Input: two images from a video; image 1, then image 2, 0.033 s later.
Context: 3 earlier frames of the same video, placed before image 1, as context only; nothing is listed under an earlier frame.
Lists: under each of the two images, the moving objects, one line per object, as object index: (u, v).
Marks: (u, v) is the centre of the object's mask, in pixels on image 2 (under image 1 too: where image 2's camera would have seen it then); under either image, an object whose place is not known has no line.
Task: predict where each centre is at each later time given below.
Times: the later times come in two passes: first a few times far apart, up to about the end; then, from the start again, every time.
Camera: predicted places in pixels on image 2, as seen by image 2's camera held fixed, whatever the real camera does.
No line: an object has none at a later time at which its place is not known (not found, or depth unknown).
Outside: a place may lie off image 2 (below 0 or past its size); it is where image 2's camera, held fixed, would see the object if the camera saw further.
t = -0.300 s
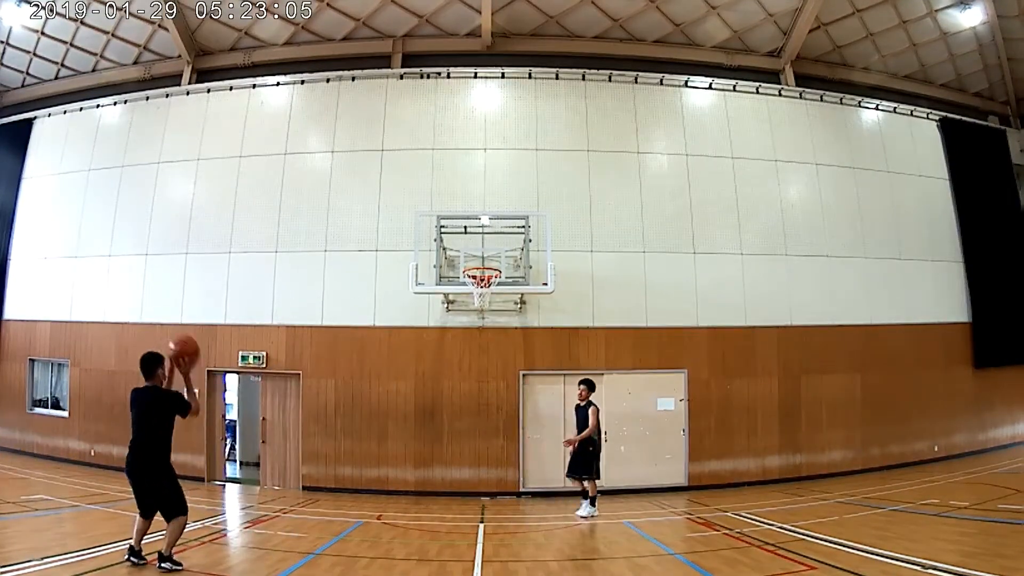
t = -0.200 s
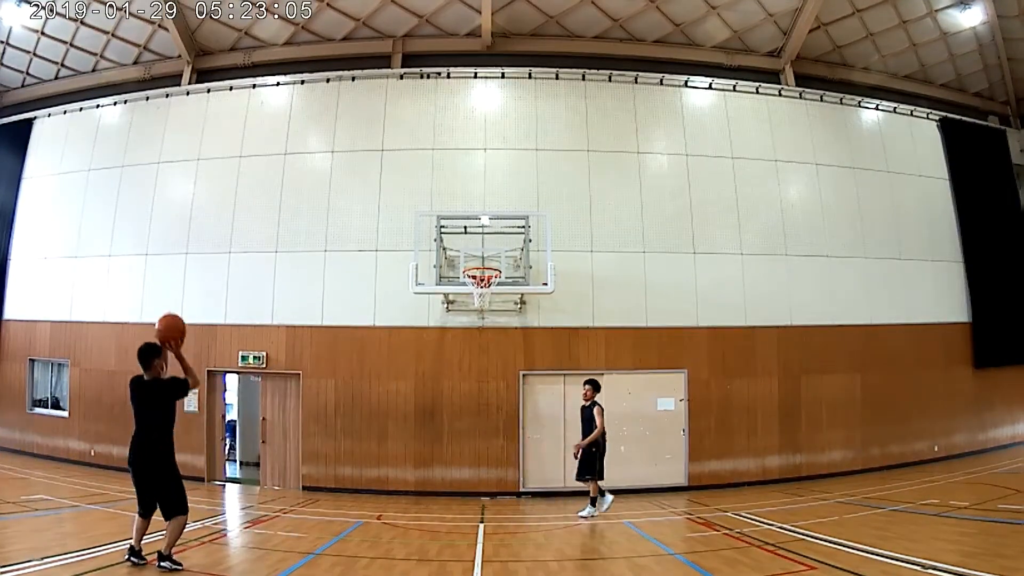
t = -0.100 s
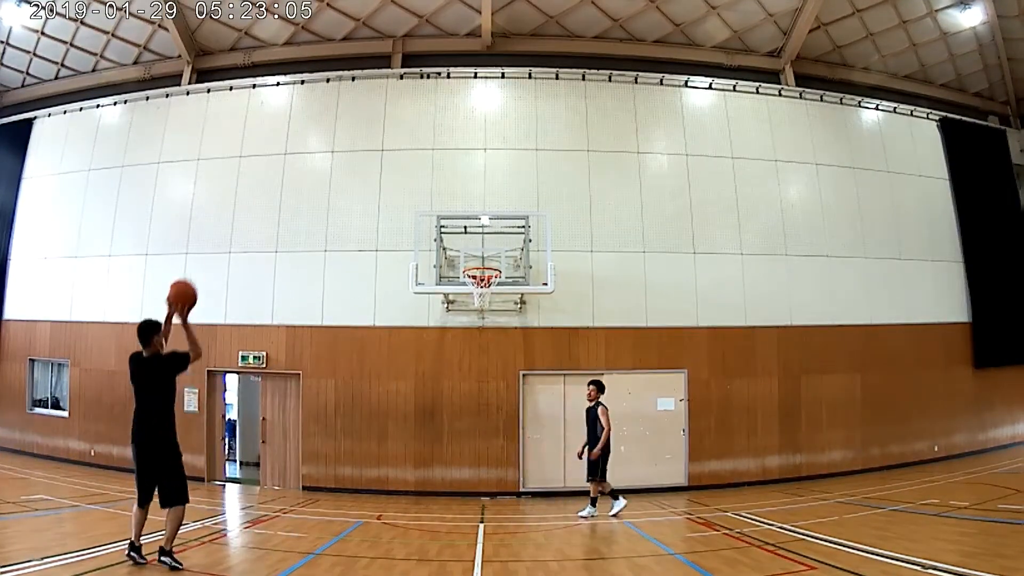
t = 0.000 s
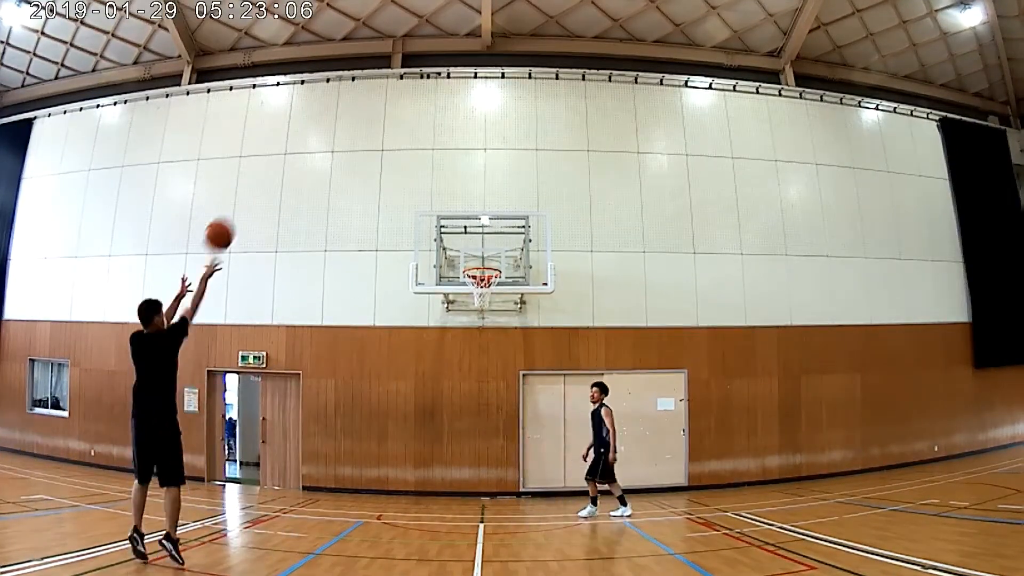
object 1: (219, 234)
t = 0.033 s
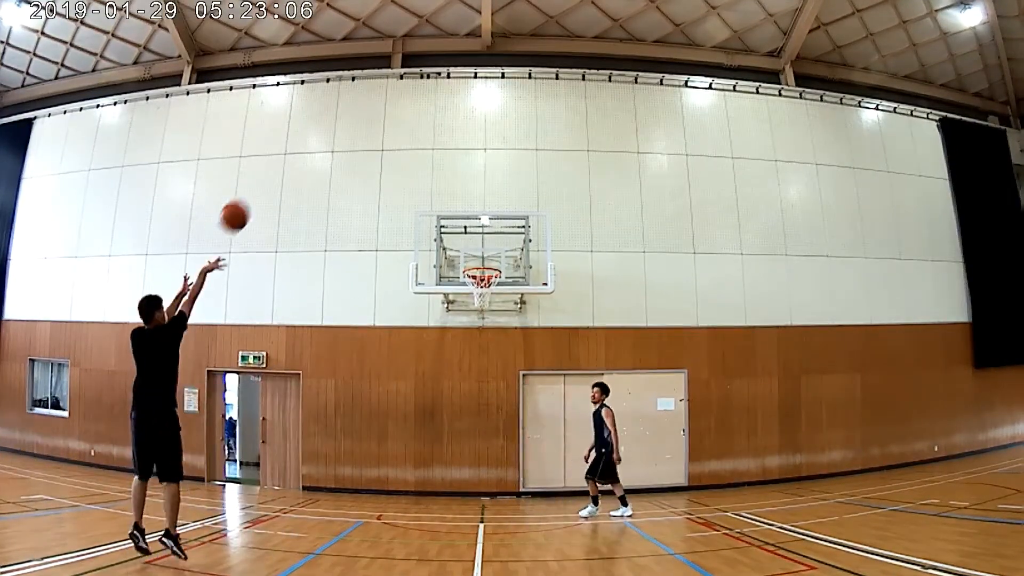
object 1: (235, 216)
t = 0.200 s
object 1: (301, 155)
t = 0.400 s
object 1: (360, 133)
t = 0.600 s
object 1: (405, 148)
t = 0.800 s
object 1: (442, 191)
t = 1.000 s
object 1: (473, 257)
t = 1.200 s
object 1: (489, 285)
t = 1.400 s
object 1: (470, 315)
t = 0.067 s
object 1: (249, 200)
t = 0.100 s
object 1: (263, 186)
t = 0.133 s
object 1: (276, 174)
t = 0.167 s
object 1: (289, 163)
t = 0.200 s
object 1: (301, 155)
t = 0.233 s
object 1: (312, 148)
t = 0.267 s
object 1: (323, 142)
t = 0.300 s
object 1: (333, 138)
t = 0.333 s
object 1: (342, 135)
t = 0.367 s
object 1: (351, 133)
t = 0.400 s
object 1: (360, 133)
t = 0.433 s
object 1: (368, 133)
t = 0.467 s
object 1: (376, 134)
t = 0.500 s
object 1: (384, 137)
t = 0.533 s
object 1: (391, 140)
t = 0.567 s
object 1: (398, 143)
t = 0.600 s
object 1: (405, 148)
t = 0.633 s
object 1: (412, 153)
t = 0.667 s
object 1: (418, 159)
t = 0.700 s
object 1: (424, 166)
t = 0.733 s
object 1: (431, 174)
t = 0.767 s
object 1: (436, 182)
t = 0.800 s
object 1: (442, 191)
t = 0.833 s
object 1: (447, 200)
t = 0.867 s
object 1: (453, 210)
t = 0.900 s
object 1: (458, 221)
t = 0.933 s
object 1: (463, 233)
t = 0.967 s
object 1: (468, 244)
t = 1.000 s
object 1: (473, 257)
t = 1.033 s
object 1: (478, 271)
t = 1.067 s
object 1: (484, 278)
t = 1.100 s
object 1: (491, 283)
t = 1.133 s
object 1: (494, 281)
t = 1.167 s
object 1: (492, 283)
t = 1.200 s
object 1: (489, 285)
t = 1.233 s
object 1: (486, 291)
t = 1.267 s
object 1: (481, 296)
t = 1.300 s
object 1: (478, 299)
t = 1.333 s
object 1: (475, 303)
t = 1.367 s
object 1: (473, 308)
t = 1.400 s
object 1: (470, 315)
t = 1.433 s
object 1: (467, 323)
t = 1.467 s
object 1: (464, 331)
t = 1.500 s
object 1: (462, 341)
